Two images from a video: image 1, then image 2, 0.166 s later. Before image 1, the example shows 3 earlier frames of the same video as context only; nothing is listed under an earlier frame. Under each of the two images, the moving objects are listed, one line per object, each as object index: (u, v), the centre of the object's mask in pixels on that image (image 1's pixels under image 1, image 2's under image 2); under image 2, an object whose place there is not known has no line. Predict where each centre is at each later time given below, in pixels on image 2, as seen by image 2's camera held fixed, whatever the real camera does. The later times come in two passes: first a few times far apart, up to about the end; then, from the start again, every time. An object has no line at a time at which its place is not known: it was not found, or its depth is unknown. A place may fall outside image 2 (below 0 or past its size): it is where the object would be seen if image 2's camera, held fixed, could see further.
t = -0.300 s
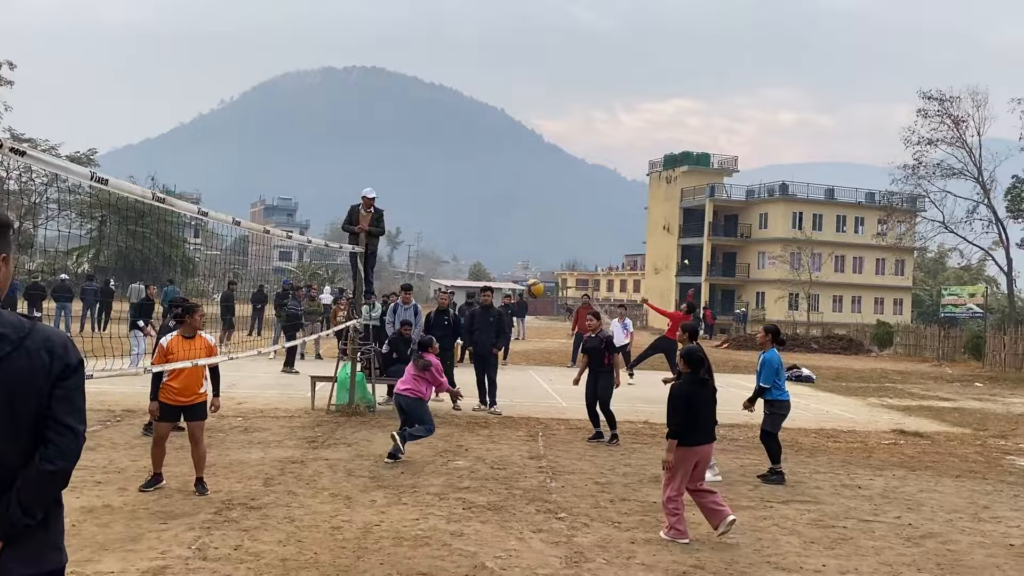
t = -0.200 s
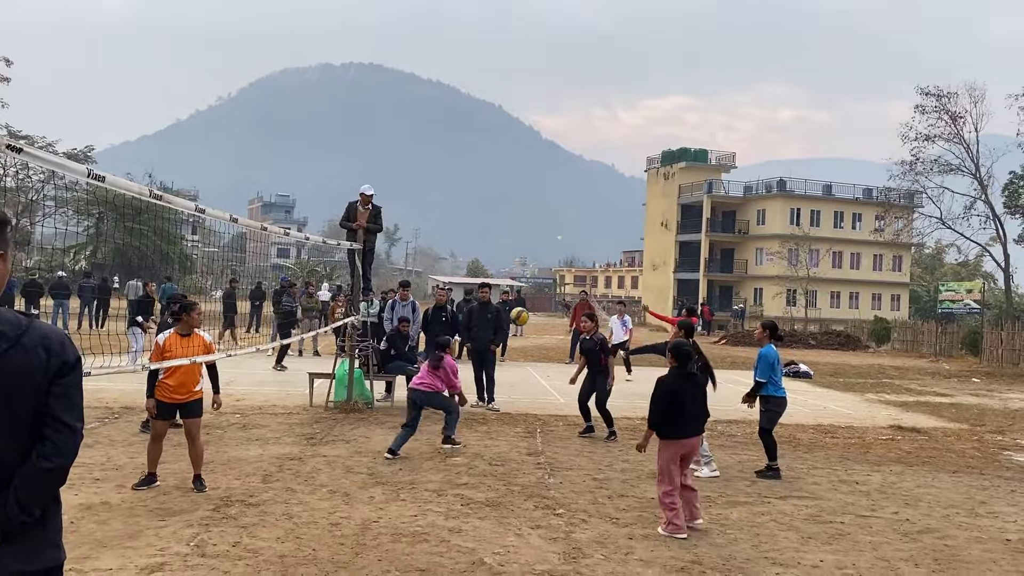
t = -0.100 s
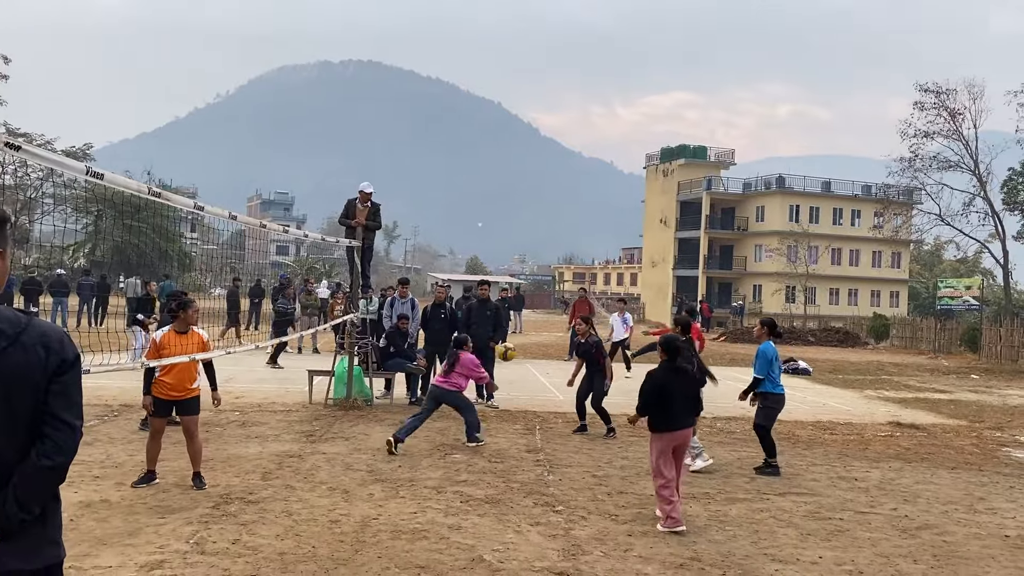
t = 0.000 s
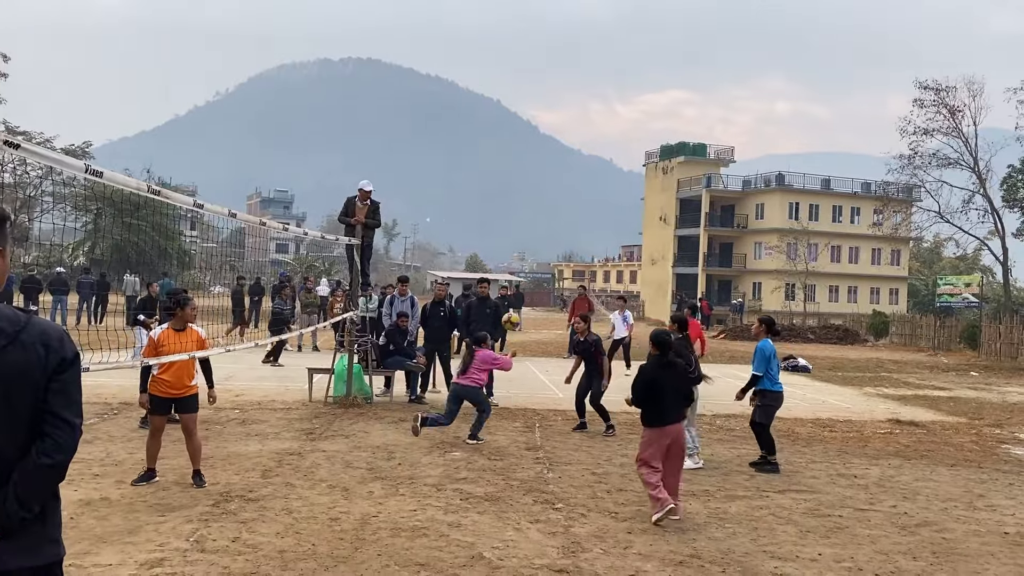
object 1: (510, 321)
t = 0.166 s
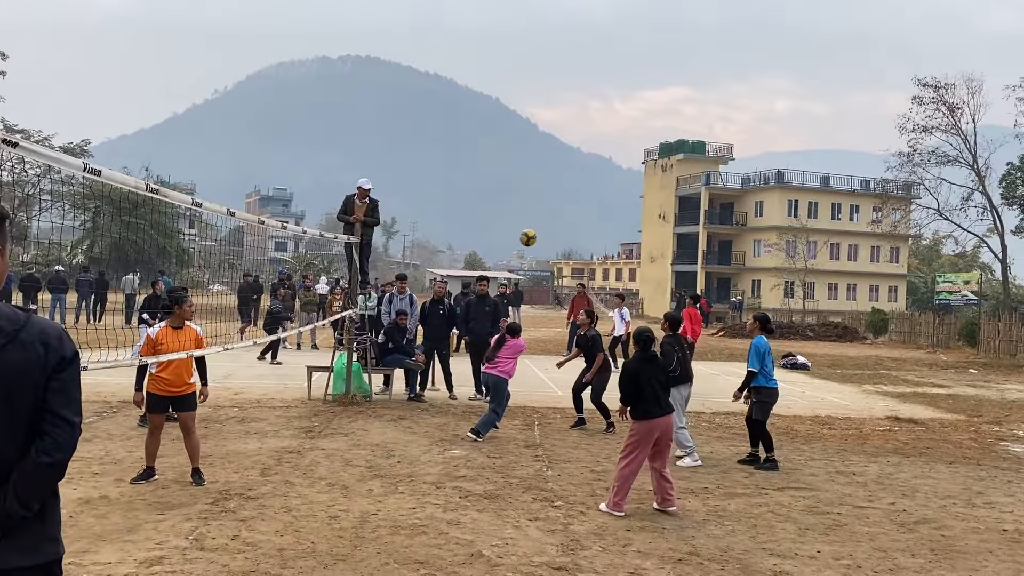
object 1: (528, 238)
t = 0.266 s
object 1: (537, 204)
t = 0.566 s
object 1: (558, 157)
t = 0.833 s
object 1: (569, 173)
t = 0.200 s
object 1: (531, 225)
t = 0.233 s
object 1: (534, 214)
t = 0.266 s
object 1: (537, 204)
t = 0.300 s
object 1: (540, 195)
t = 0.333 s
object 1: (542, 186)
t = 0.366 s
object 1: (545, 179)
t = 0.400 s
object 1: (547, 173)
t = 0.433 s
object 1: (549, 168)
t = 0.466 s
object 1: (551, 164)
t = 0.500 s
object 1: (553, 161)
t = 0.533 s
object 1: (555, 159)
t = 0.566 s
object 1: (558, 157)
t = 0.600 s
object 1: (559, 157)
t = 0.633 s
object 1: (561, 156)
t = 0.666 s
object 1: (562, 157)
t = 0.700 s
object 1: (564, 159)
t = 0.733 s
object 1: (565, 161)
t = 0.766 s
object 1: (567, 164)
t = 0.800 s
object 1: (568, 169)
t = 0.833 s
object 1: (569, 173)
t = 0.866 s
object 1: (570, 179)
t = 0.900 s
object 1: (572, 184)
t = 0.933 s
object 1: (573, 191)
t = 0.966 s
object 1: (573, 197)
